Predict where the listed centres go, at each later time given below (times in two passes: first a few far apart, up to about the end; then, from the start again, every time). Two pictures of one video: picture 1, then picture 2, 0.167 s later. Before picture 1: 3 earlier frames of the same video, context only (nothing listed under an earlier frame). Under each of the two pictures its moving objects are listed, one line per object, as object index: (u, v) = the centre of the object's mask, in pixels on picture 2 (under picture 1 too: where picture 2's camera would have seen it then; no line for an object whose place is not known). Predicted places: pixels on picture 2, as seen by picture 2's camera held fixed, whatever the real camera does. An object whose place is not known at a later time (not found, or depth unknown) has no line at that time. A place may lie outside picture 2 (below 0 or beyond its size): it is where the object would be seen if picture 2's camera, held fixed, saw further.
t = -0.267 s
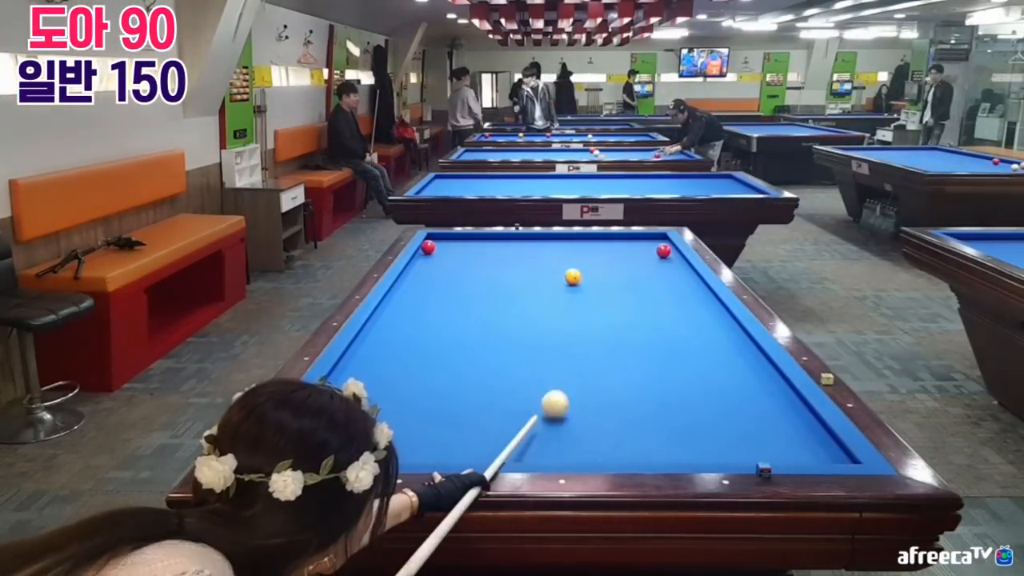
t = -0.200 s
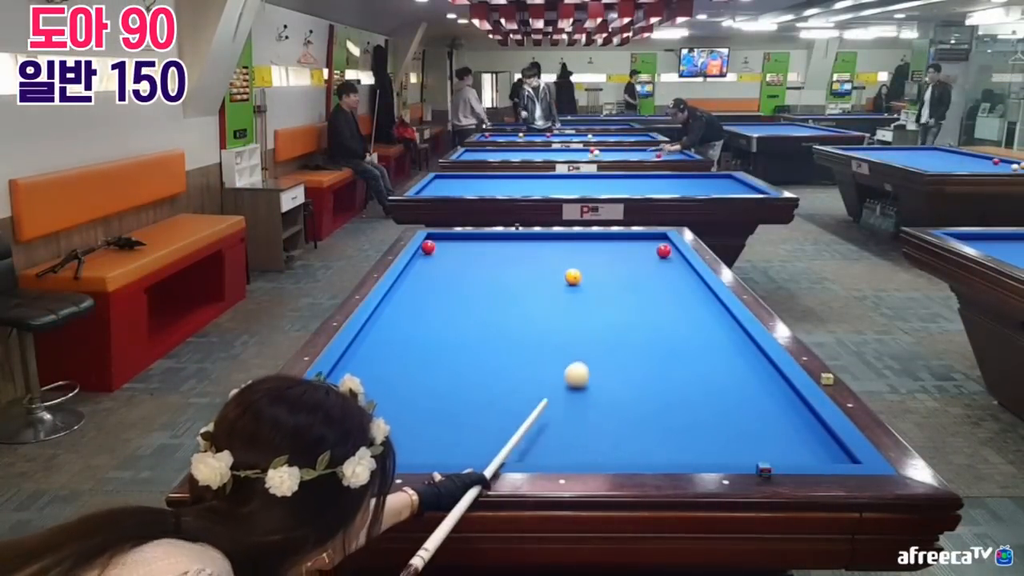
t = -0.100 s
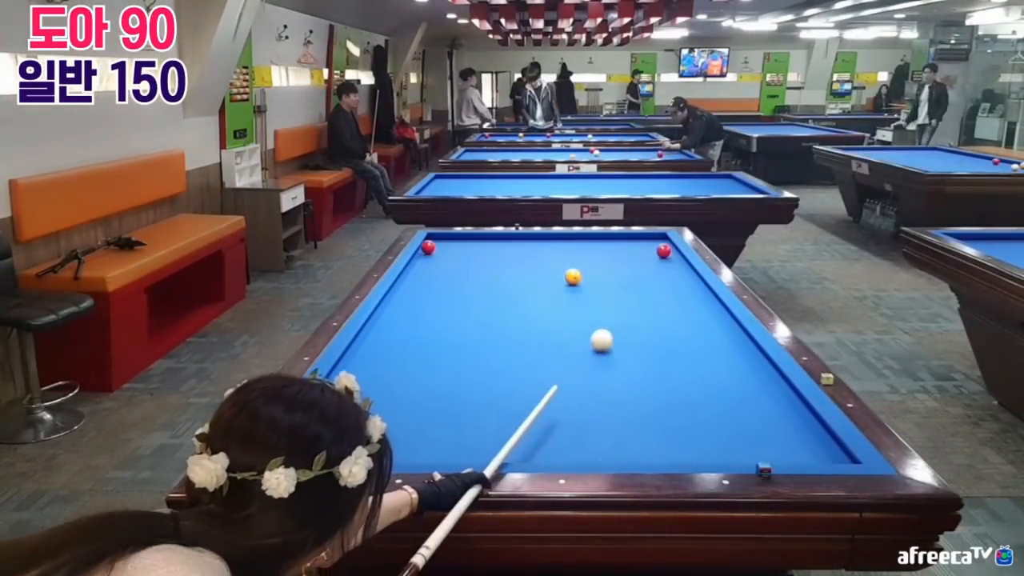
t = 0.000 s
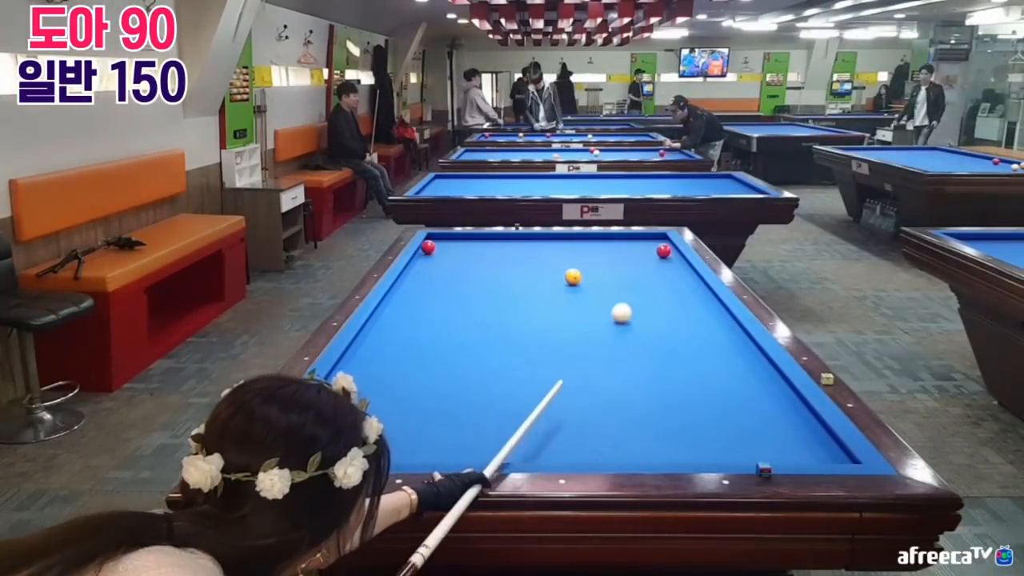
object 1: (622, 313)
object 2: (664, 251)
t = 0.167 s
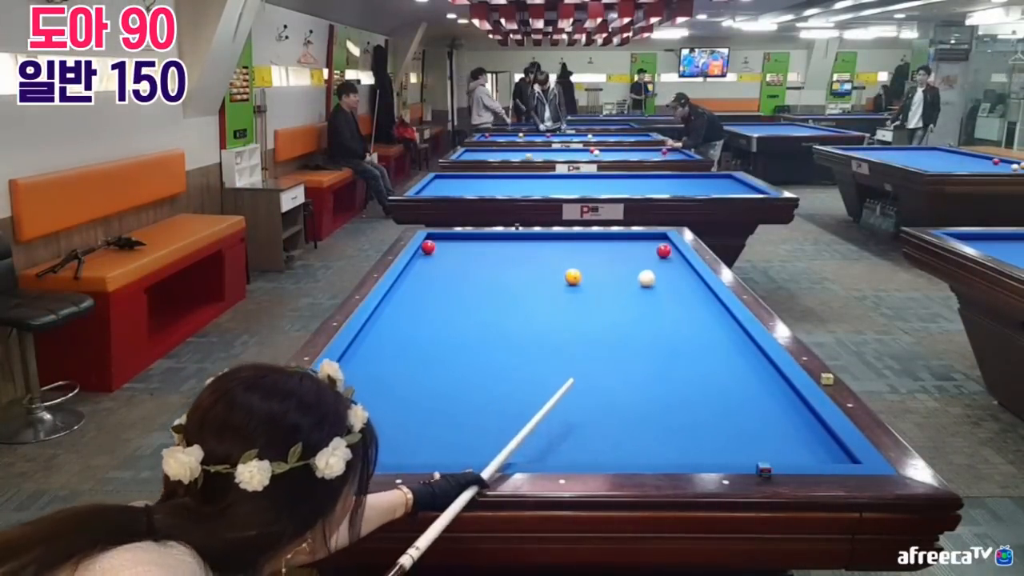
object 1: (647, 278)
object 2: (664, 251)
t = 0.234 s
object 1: (655, 267)
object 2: (664, 251)
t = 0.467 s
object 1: (671, 252)
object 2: (661, 236)
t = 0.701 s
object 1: (637, 248)
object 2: (667, 245)
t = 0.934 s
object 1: (585, 249)
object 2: (643, 248)
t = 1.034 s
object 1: (565, 249)
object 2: (634, 248)
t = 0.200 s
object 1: (651, 273)
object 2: (664, 251)
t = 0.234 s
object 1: (655, 267)
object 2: (664, 251)
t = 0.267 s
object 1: (658, 262)
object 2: (664, 250)
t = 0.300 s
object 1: (662, 257)
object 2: (665, 248)
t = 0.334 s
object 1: (665, 254)
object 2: (663, 246)
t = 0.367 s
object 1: (669, 254)
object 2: (662, 244)
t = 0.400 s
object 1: (673, 253)
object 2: (663, 242)
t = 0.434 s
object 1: (675, 253)
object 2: (662, 238)
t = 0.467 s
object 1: (671, 252)
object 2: (661, 236)
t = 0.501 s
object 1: (667, 251)
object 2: (661, 236)
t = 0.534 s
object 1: (664, 250)
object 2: (661, 237)
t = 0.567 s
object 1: (660, 250)
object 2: (661, 239)
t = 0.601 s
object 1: (657, 248)
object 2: (663, 240)
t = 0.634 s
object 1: (654, 247)
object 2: (664, 244)
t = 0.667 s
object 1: (646, 247)
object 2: (668, 245)
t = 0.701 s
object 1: (637, 248)
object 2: (667, 245)
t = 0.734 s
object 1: (629, 248)
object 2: (663, 246)
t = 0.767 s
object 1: (621, 249)
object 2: (659, 246)
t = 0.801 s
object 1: (613, 249)
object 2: (656, 246)
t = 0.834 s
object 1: (606, 249)
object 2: (653, 246)
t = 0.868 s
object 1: (599, 249)
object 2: (649, 247)
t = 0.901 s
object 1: (592, 249)
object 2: (646, 247)
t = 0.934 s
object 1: (585, 249)
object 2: (643, 248)
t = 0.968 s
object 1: (578, 249)
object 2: (640, 248)
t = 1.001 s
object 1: (571, 249)
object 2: (637, 248)
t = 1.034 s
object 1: (565, 249)
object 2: (634, 248)
